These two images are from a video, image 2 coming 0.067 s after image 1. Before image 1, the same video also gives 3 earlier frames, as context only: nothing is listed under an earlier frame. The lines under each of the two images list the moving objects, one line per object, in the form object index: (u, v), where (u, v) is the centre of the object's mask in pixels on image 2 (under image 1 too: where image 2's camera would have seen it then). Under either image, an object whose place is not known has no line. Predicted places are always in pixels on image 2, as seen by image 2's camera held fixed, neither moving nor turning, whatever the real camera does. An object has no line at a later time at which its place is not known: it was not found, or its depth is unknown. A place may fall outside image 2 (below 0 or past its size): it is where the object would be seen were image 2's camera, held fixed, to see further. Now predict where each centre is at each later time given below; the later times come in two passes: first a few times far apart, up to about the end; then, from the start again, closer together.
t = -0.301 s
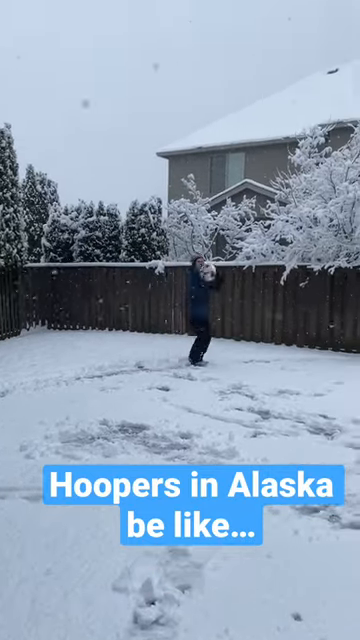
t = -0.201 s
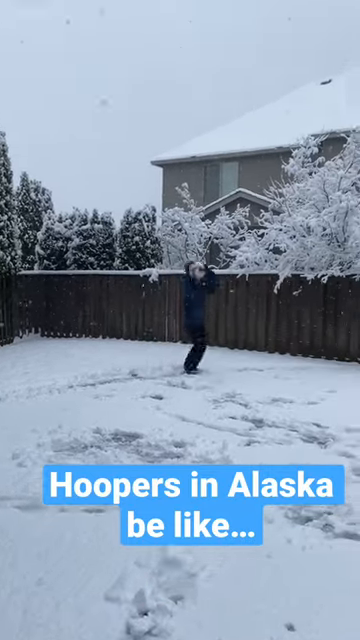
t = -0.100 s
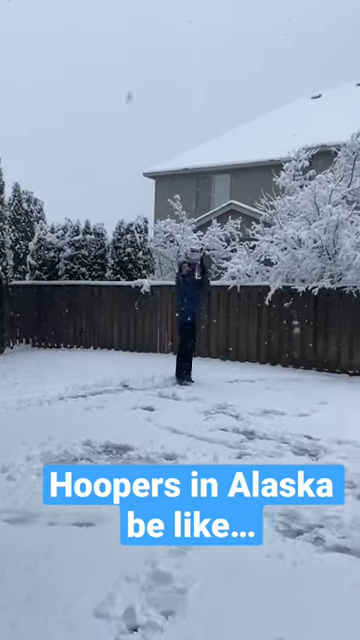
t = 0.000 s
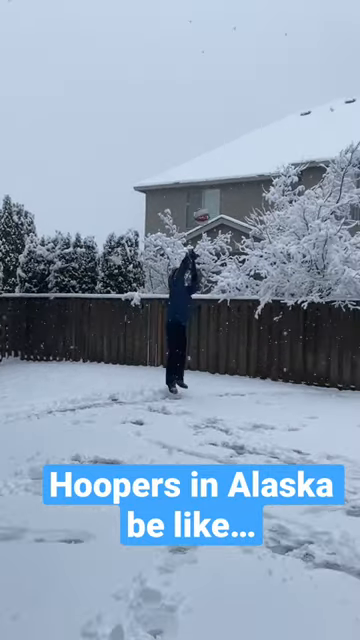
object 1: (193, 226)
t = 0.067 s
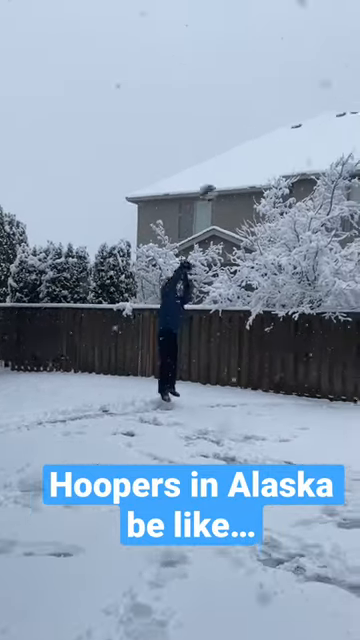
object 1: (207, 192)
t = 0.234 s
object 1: (246, 115)
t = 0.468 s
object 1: (308, 23)
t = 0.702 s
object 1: (388, -44)
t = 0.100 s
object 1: (215, 176)
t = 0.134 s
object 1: (223, 160)
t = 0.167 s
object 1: (230, 144)
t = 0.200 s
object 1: (238, 130)
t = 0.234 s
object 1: (246, 115)
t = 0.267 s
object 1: (254, 100)
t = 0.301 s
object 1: (263, 86)
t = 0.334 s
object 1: (272, 72)
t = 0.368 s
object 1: (281, 59)
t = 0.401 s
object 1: (290, 46)
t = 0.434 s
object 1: (299, 35)
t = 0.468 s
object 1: (308, 23)
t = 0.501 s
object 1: (321, 11)
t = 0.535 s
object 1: (329, 1)
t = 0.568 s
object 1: (340, -9)
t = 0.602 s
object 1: (350, -18)
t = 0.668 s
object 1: (376, -37)
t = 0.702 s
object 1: (388, -44)
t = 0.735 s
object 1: (400, -50)
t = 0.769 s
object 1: (413, -56)
